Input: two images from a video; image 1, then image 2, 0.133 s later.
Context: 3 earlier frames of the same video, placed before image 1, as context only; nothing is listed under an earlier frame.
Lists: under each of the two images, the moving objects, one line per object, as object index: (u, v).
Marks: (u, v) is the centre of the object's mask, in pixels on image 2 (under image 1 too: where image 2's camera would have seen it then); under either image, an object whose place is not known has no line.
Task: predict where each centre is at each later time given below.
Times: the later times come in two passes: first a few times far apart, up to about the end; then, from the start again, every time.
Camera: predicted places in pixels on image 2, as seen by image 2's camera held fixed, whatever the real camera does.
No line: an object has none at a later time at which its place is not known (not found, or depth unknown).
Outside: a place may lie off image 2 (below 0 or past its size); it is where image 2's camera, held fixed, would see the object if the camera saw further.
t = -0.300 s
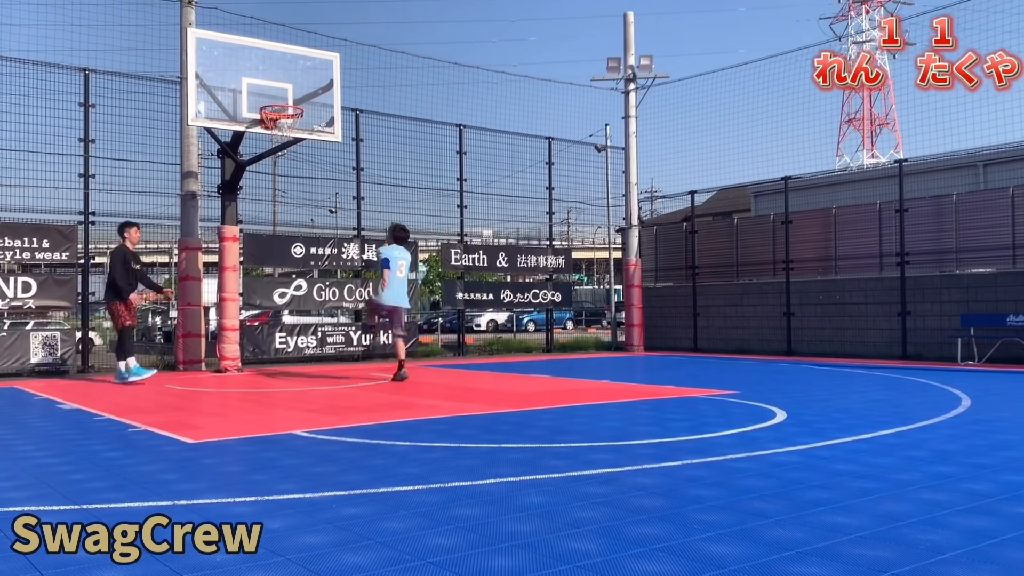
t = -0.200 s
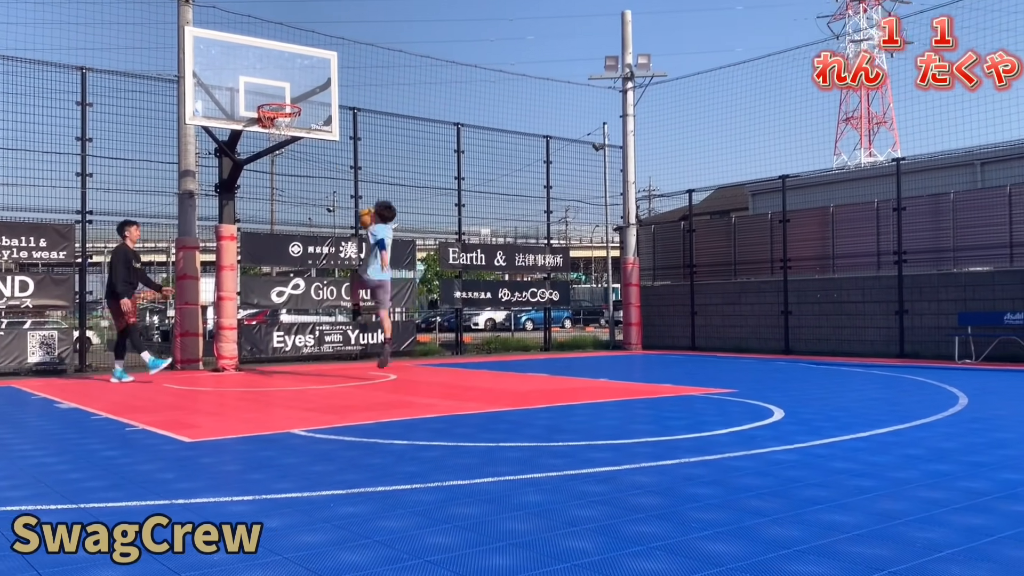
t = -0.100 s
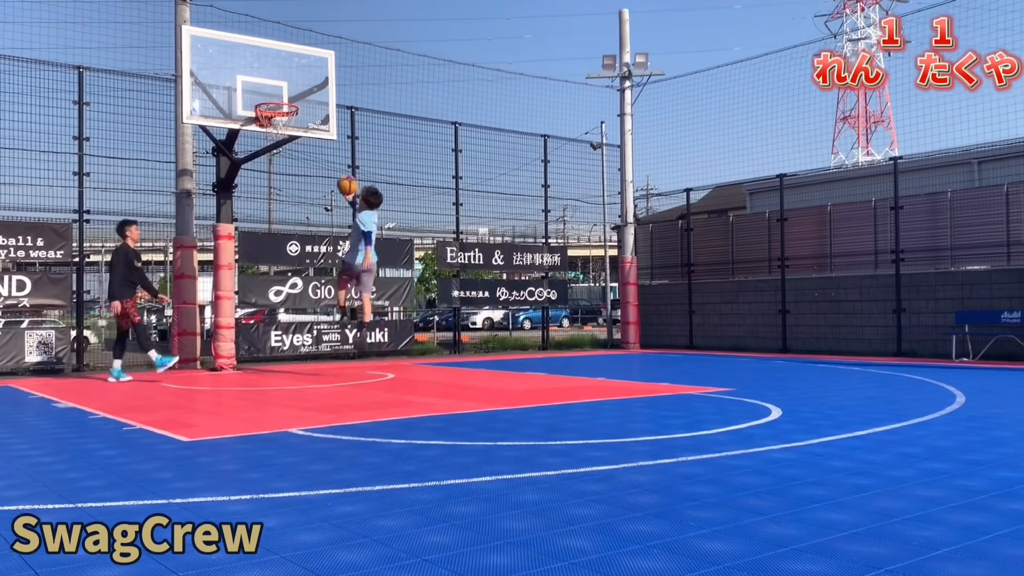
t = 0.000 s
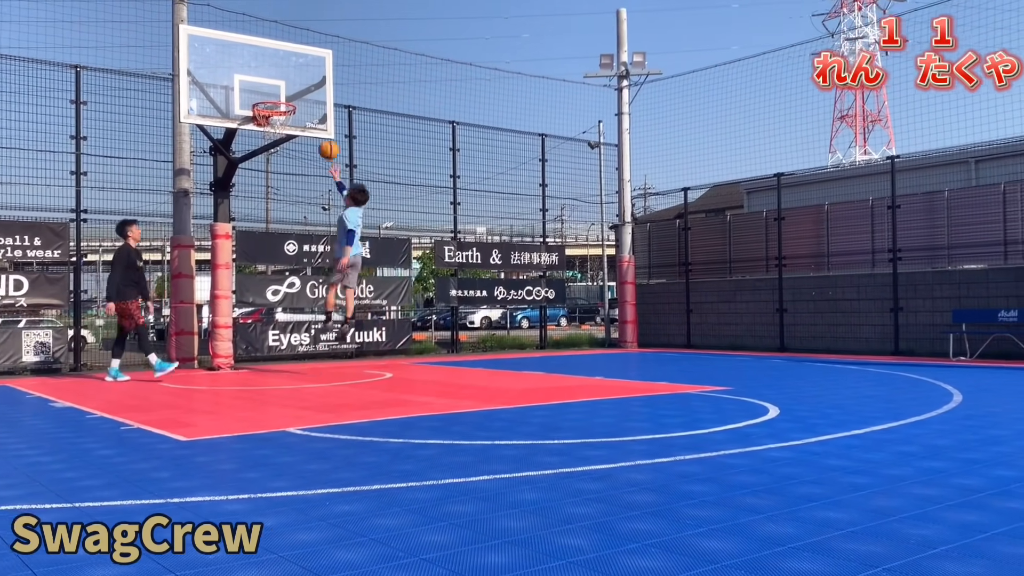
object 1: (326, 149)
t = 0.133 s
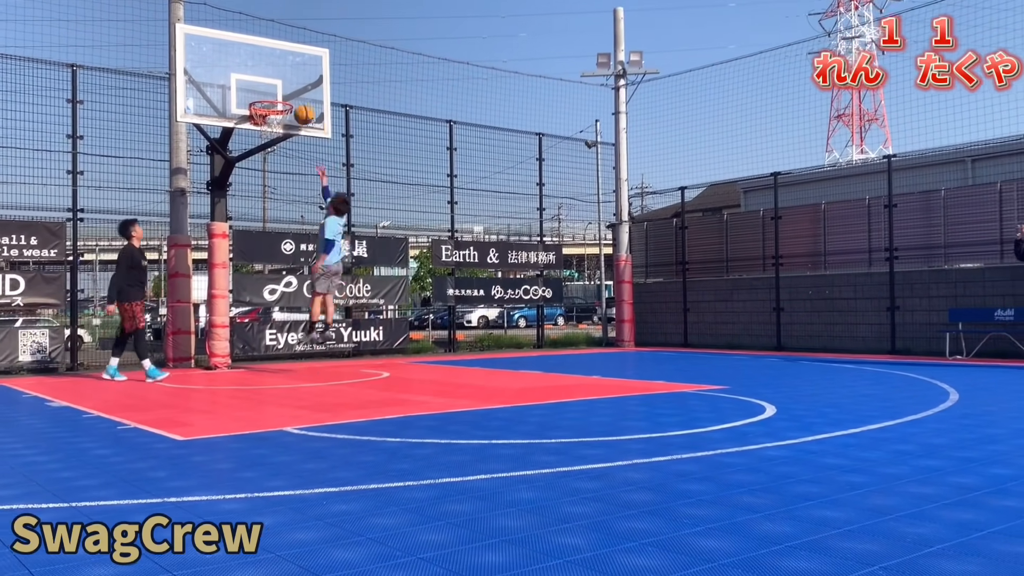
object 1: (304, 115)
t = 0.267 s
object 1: (283, 95)
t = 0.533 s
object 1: (271, 94)
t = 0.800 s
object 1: (268, 129)
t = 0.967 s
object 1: (271, 163)
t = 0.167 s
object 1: (299, 109)
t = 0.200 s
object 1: (294, 102)
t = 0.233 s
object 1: (288, 98)
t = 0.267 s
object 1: (283, 95)
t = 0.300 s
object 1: (282, 92)
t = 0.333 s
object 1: (280, 91)
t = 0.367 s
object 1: (279, 89)
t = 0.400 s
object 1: (278, 89)
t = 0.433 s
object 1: (276, 89)
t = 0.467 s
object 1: (274, 90)
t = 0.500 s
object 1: (273, 92)
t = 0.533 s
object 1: (271, 94)
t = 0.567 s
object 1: (270, 101)
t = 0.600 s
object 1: (269, 106)
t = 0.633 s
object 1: (267, 113)
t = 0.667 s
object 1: (265, 119)
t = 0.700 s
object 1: (265, 120)
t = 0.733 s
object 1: (265, 122)
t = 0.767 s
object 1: (266, 124)
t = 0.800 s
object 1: (268, 129)
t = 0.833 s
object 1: (268, 132)
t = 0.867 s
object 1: (269, 139)
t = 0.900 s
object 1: (270, 147)
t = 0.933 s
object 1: (270, 154)
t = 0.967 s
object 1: (271, 163)
